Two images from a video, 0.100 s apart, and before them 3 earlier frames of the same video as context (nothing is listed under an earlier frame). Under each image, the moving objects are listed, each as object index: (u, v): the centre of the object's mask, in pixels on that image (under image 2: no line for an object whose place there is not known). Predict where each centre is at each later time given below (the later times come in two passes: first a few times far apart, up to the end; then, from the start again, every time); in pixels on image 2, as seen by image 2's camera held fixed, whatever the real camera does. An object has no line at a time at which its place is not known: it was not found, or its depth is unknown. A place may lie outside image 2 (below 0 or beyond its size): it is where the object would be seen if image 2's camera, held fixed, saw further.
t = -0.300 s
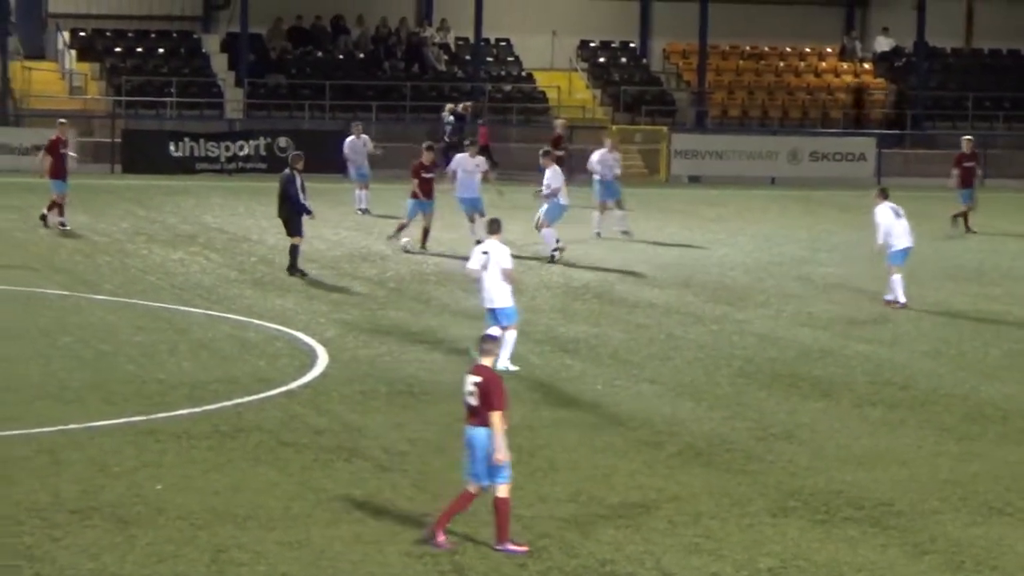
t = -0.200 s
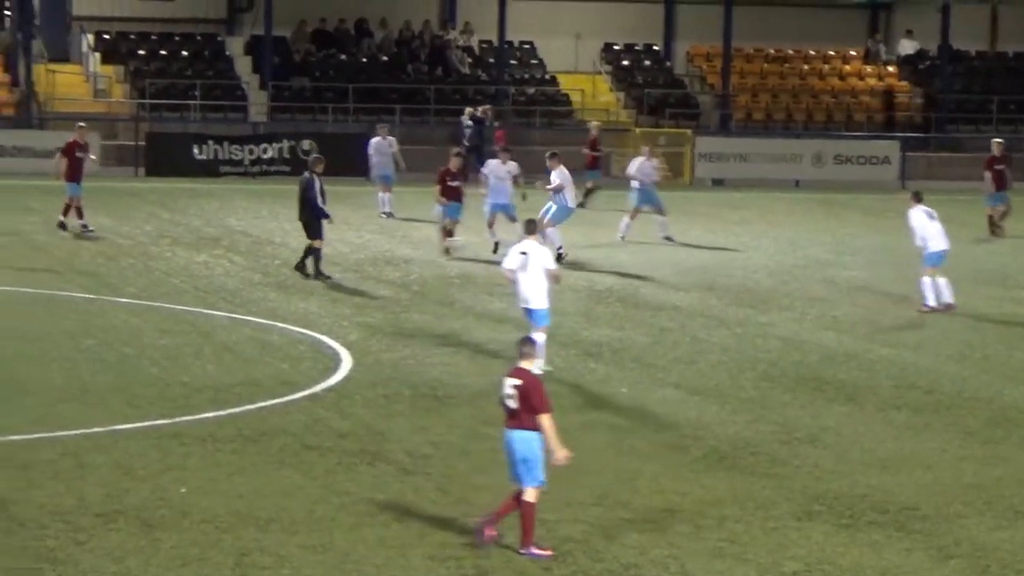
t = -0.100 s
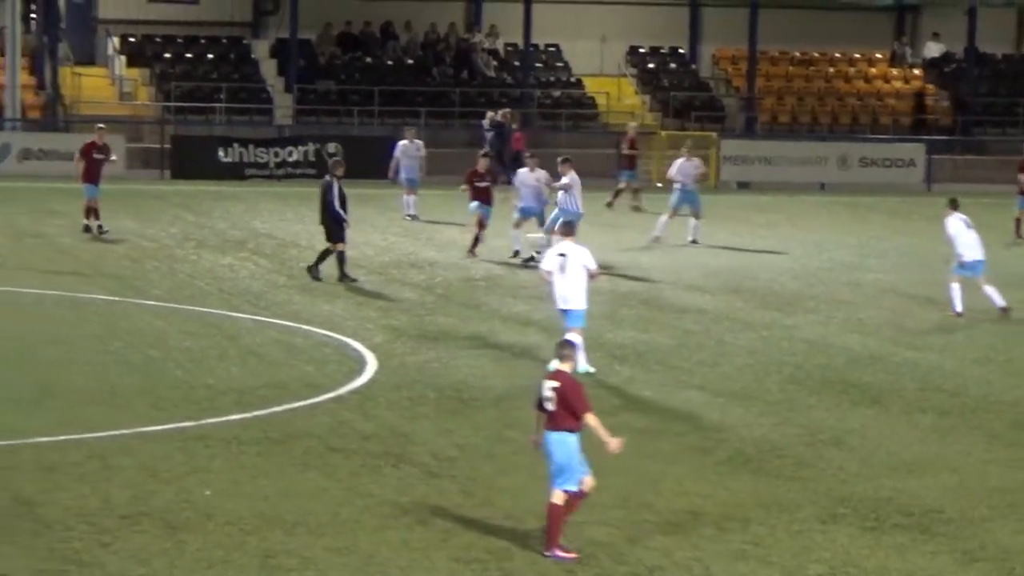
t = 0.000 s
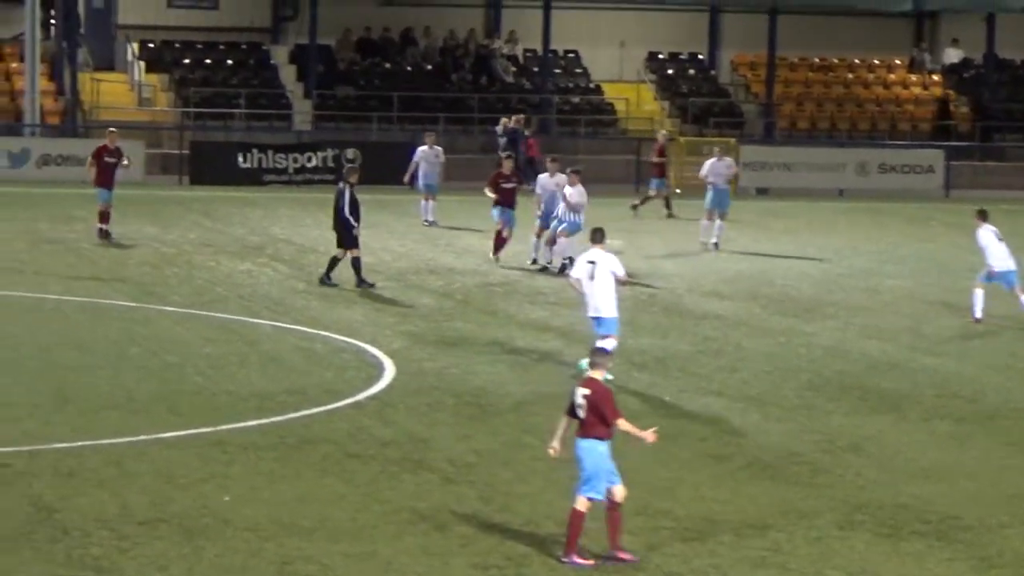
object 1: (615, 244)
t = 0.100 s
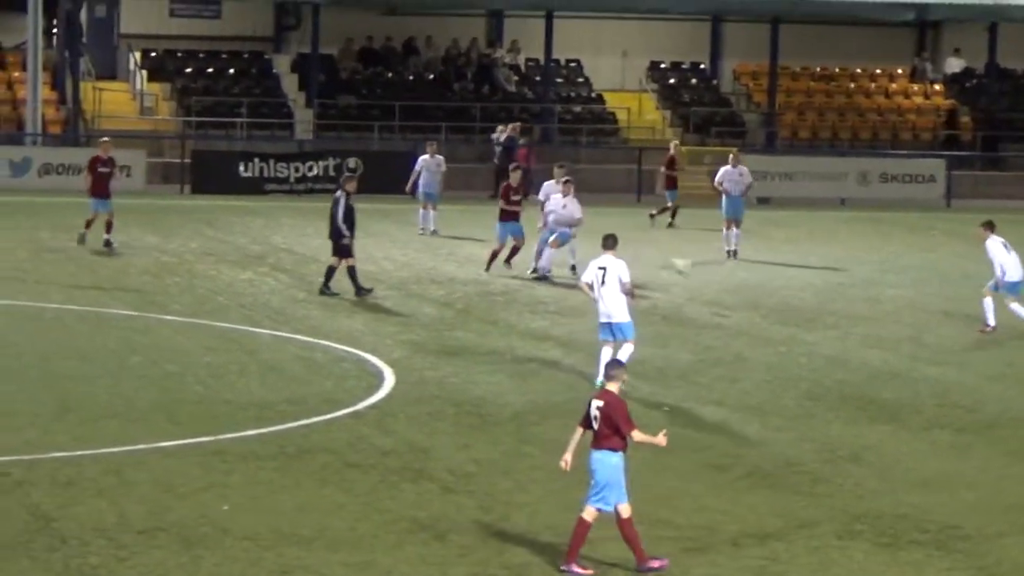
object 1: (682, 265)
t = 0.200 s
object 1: (749, 283)
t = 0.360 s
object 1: (870, 328)
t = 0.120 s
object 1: (694, 268)
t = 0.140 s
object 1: (708, 271)
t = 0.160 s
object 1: (721, 275)
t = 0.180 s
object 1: (735, 279)
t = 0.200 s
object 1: (749, 283)
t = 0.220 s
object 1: (763, 289)
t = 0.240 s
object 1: (778, 293)
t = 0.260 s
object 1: (793, 299)
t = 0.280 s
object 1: (809, 305)
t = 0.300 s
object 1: (824, 311)
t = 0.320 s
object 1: (839, 318)
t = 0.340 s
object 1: (855, 326)
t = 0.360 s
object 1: (870, 328)
